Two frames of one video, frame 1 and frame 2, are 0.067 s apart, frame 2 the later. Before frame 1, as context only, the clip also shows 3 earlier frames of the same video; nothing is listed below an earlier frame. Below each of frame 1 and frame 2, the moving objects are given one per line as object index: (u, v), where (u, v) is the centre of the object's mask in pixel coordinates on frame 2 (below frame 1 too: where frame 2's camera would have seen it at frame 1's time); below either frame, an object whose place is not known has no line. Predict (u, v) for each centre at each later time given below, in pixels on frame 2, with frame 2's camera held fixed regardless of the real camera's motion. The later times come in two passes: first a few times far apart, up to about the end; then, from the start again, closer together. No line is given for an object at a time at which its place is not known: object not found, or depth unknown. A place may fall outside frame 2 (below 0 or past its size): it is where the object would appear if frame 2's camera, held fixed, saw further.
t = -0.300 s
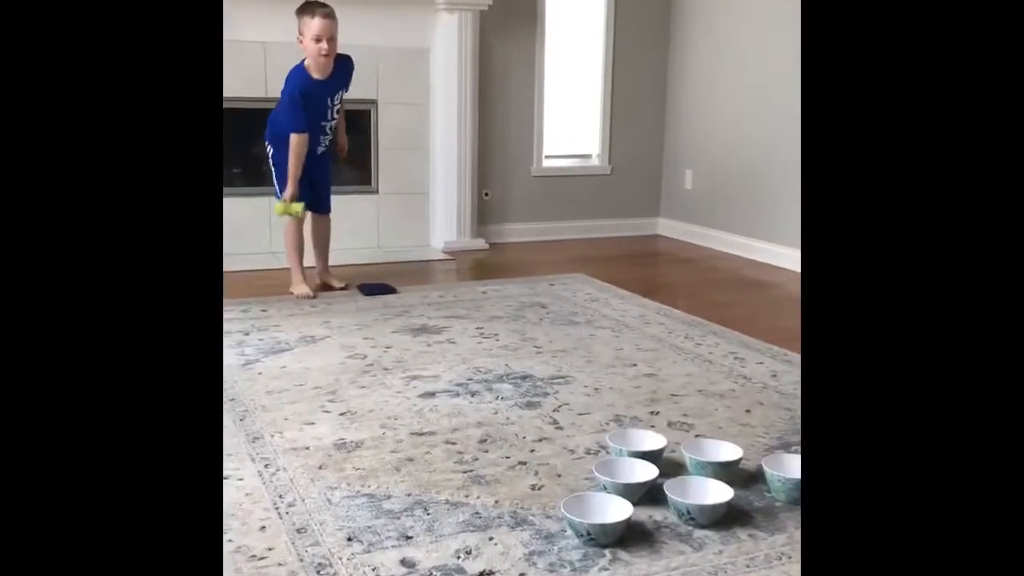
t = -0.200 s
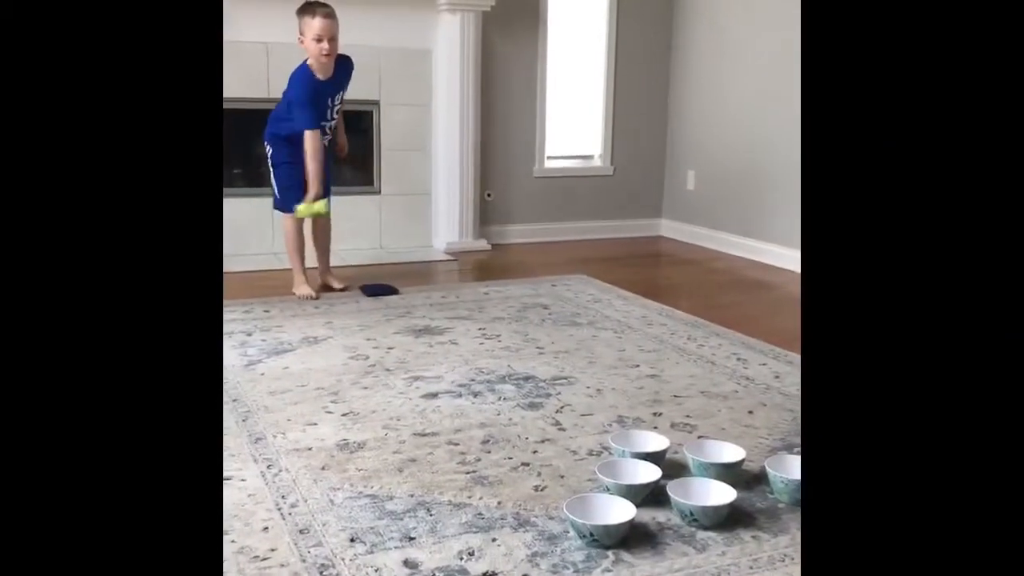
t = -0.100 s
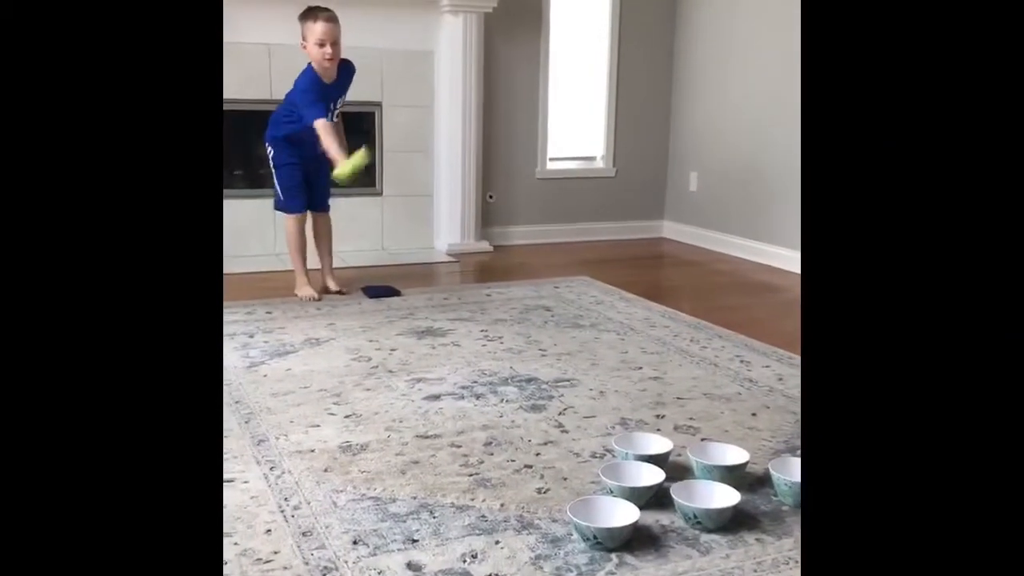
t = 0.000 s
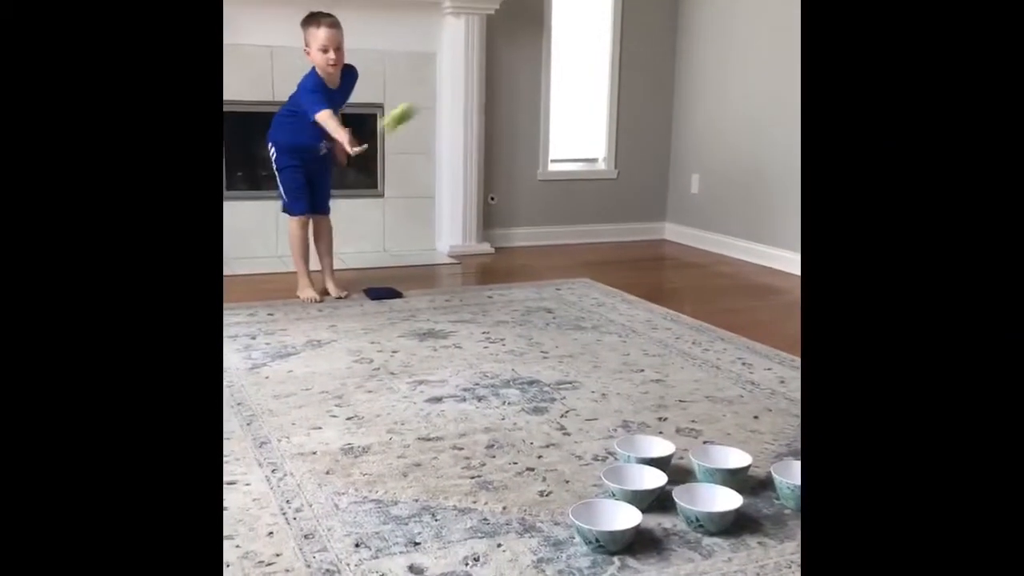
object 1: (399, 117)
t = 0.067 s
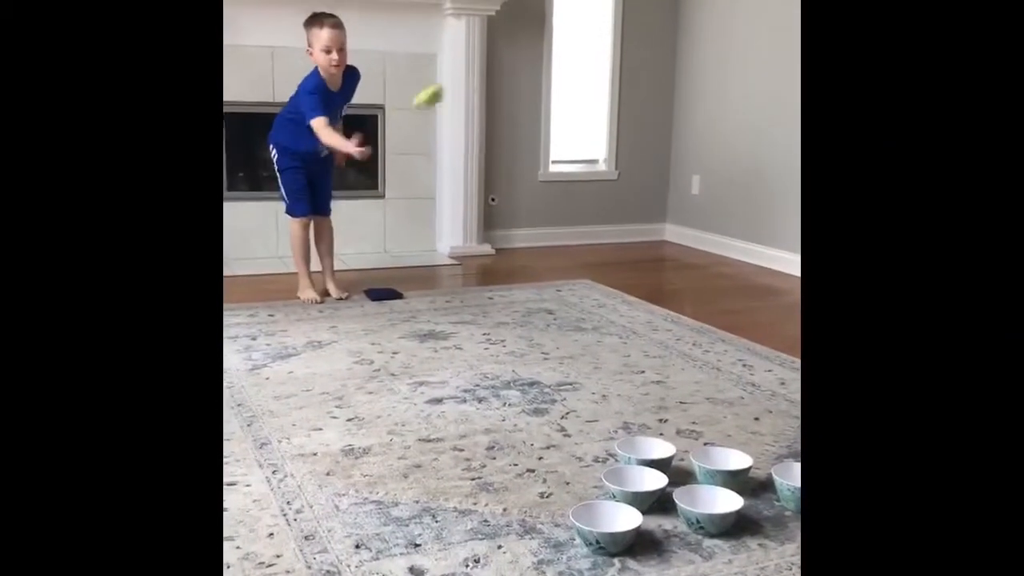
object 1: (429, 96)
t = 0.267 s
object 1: (532, 111)
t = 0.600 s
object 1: (777, 471)
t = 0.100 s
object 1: (443, 91)
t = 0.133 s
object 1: (463, 88)
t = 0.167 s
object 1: (480, 90)
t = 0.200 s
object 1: (496, 94)
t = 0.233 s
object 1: (513, 100)
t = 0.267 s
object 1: (532, 111)
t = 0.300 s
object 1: (552, 127)
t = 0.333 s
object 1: (582, 148)
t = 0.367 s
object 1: (606, 173)
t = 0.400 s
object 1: (620, 201)
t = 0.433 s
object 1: (644, 235)
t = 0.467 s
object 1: (667, 275)
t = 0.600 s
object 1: (777, 471)
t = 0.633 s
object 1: (785, 474)
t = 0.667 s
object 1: (792, 470)
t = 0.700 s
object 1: (796, 476)
